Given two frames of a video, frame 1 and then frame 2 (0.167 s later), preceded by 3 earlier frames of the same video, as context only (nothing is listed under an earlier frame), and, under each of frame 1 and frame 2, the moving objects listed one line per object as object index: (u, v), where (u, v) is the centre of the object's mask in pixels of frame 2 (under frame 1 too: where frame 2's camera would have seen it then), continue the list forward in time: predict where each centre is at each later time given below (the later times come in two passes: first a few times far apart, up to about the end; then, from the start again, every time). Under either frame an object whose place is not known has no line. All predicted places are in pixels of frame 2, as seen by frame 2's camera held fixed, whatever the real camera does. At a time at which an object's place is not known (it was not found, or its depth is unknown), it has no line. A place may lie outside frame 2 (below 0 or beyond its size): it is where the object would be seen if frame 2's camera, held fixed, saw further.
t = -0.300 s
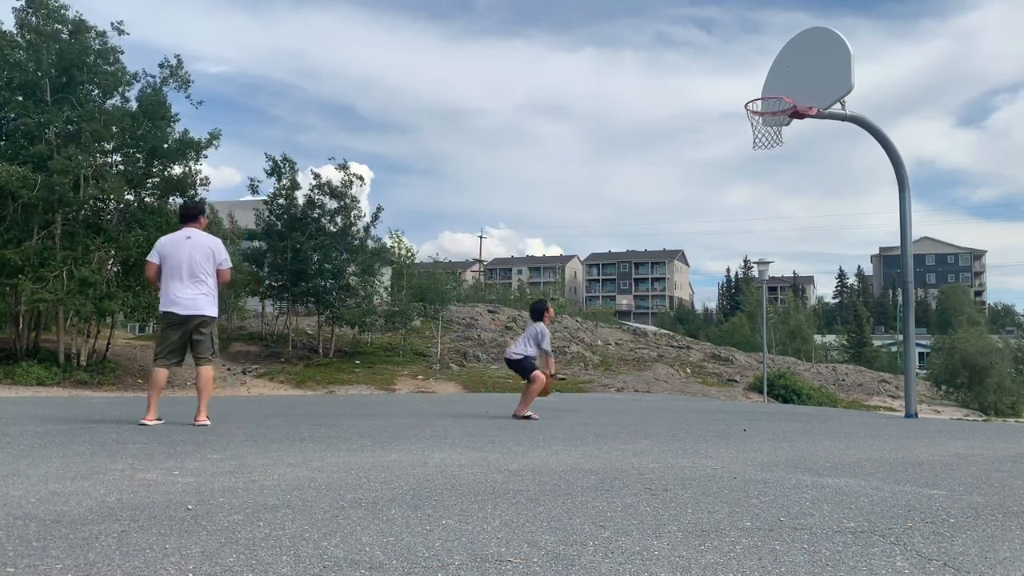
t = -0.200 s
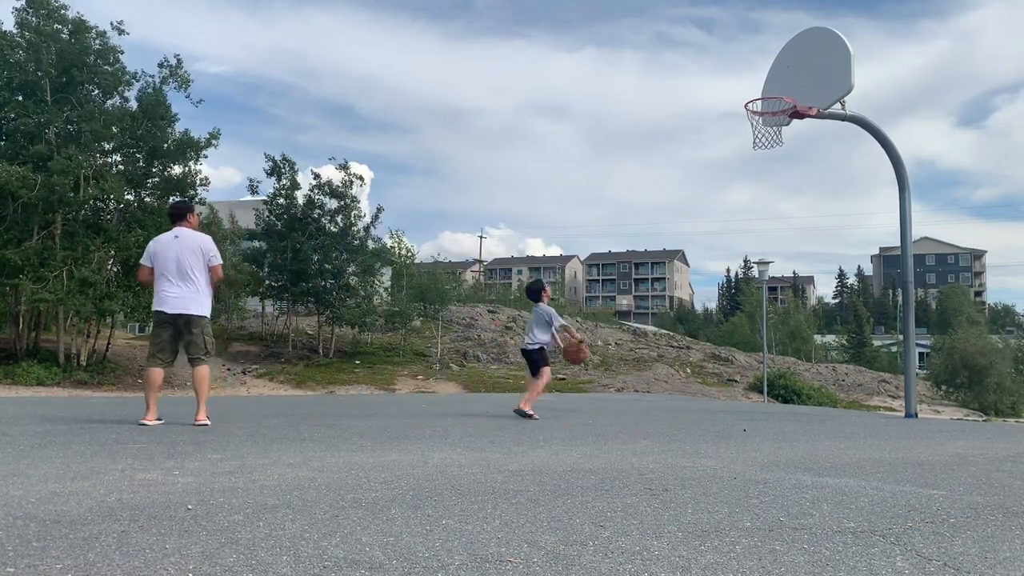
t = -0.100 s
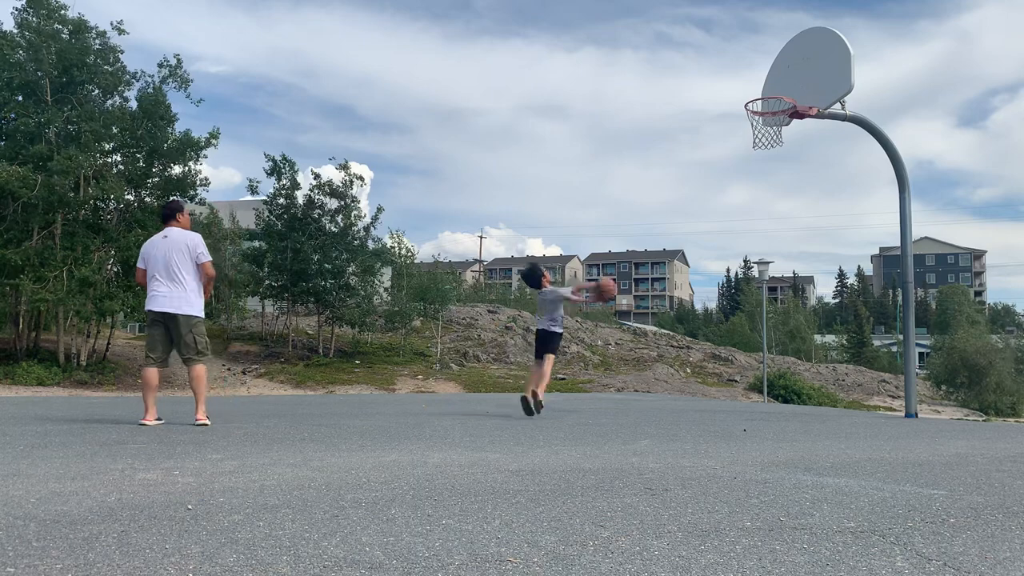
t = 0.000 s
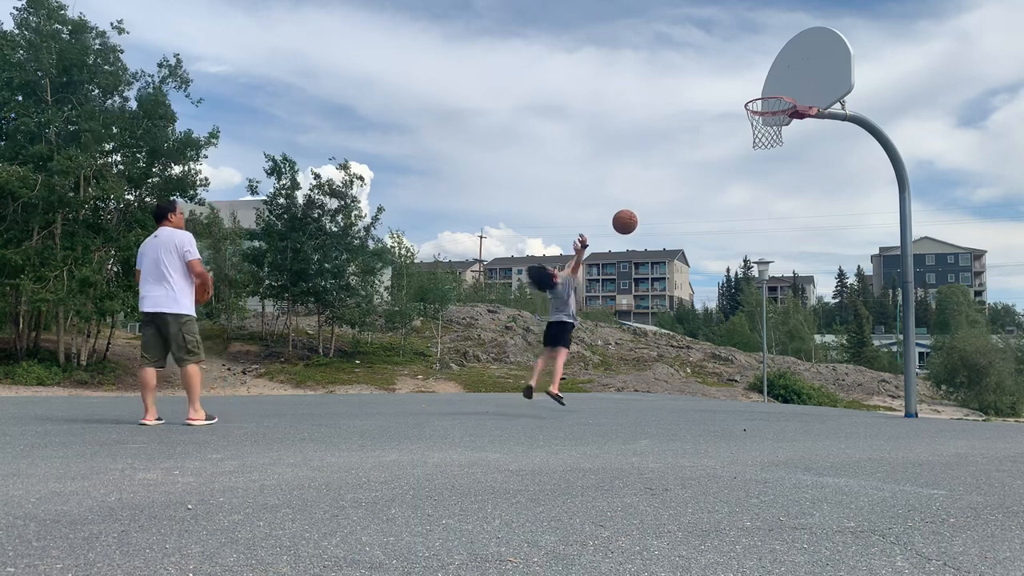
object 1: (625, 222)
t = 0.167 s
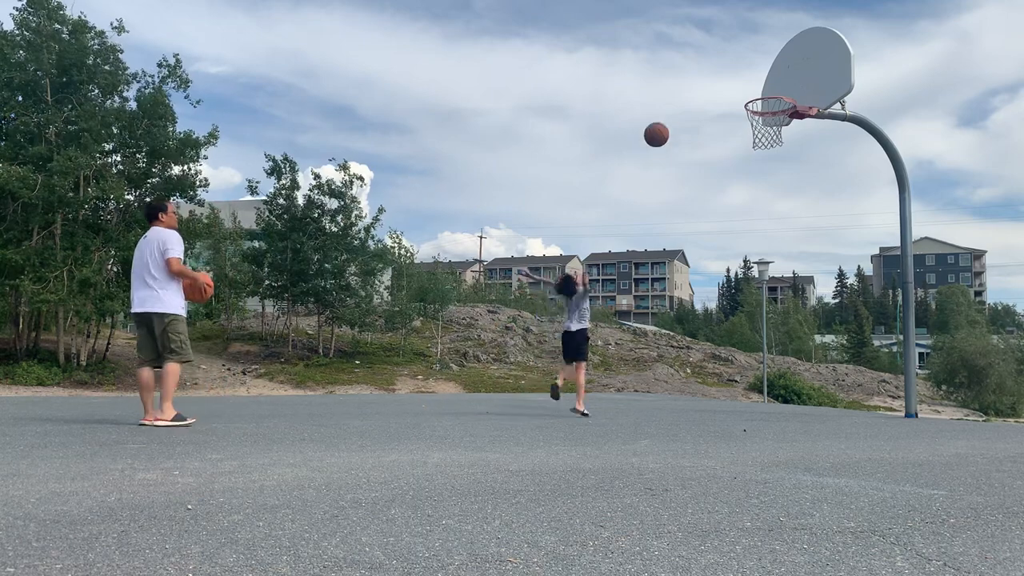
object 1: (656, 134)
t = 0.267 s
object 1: (674, 97)
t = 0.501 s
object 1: (712, 52)
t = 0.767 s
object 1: (753, 64)
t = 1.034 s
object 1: (739, 111)
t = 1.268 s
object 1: (710, 198)
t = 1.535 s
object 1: (674, 367)
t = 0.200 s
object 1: (662, 121)
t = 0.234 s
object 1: (668, 108)
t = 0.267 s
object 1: (674, 97)
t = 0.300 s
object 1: (680, 87)
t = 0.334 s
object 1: (685, 78)
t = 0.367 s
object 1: (691, 71)
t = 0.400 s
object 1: (696, 64)
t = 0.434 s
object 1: (702, 59)
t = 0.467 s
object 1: (707, 55)
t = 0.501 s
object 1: (712, 52)
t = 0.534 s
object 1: (717, 49)
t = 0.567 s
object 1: (722, 48)
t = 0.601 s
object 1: (727, 48)
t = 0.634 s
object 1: (732, 50)
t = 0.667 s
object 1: (738, 52)
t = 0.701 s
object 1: (743, 55)
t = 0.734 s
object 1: (748, 59)
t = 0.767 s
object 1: (753, 64)
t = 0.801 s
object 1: (758, 71)
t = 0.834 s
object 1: (762, 78)
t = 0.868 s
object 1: (760, 81)
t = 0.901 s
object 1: (756, 85)
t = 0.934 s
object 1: (751, 89)
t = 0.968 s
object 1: (747, 95)
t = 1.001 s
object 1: (743, 102)
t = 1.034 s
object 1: (739, 111)
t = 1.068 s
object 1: (736, 120)
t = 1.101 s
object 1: (731, 130)
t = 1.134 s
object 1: (727, 141)
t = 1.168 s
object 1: (723, 154)
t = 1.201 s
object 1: (719, 168)
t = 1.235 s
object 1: (715, 182)
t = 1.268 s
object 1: (710, 198)
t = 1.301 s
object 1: (706, 215)
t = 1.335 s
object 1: (702, 233)
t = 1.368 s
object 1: (697, 252)
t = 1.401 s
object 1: (693, 273)
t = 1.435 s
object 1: (688, 294)
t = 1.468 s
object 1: (684, 317)
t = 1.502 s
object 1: (679, 342)
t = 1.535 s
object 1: (674, 367)
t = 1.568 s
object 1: (669, 394)
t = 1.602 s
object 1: (663, 395)
